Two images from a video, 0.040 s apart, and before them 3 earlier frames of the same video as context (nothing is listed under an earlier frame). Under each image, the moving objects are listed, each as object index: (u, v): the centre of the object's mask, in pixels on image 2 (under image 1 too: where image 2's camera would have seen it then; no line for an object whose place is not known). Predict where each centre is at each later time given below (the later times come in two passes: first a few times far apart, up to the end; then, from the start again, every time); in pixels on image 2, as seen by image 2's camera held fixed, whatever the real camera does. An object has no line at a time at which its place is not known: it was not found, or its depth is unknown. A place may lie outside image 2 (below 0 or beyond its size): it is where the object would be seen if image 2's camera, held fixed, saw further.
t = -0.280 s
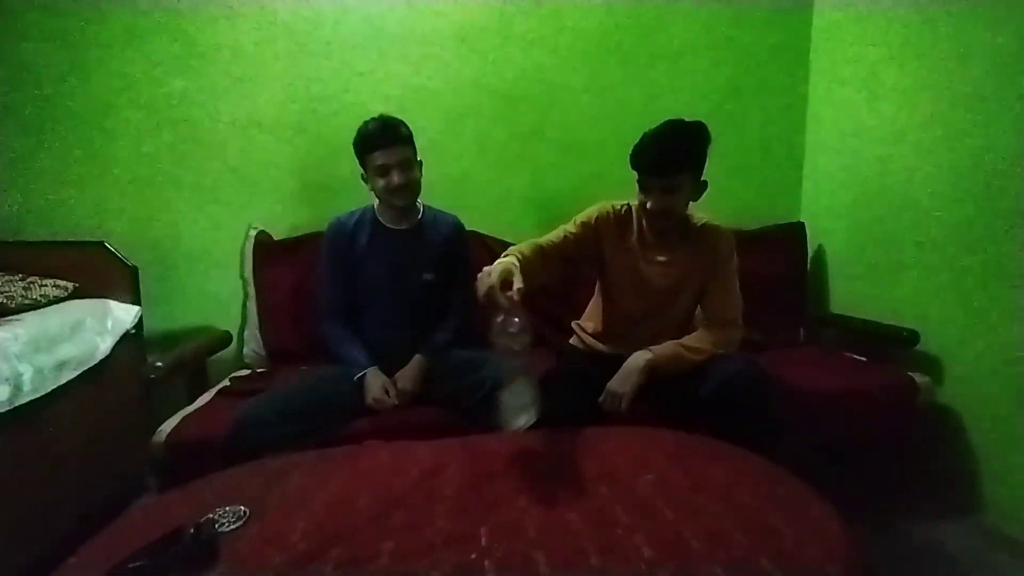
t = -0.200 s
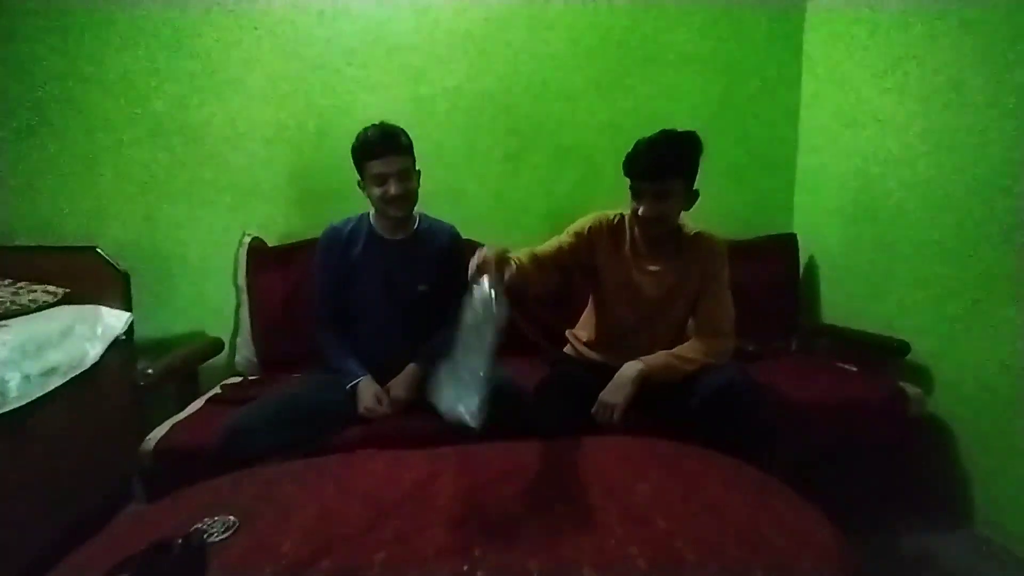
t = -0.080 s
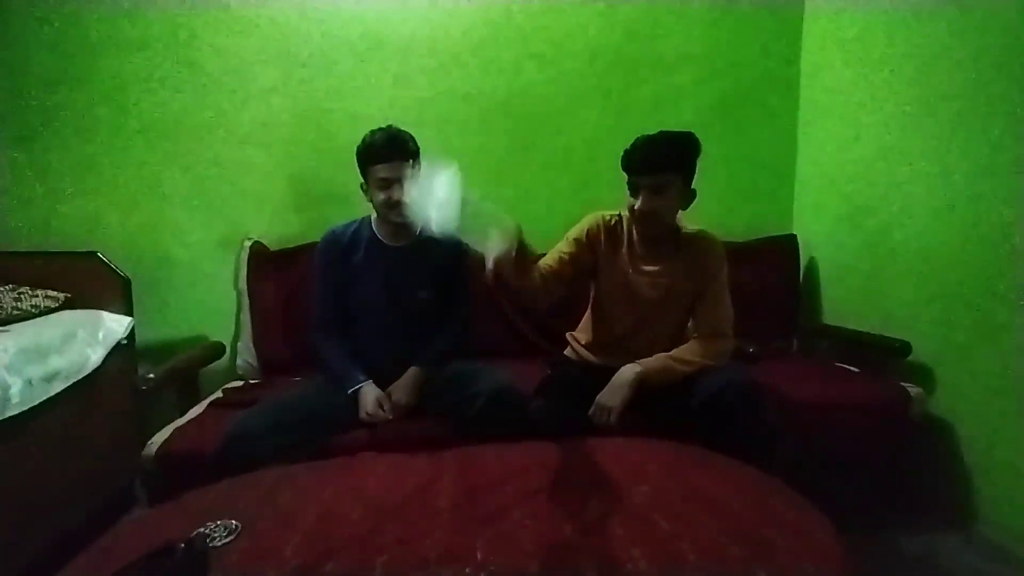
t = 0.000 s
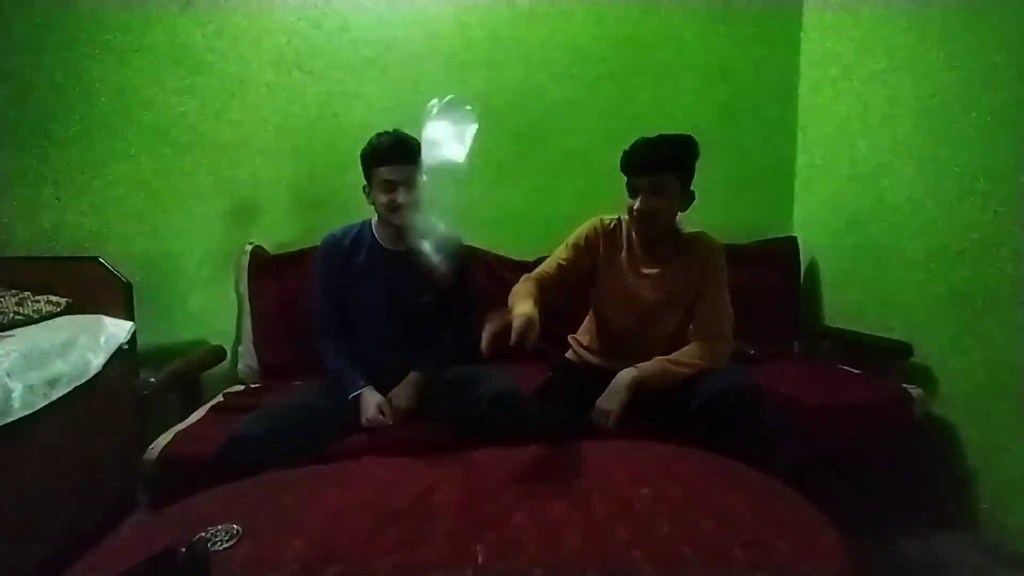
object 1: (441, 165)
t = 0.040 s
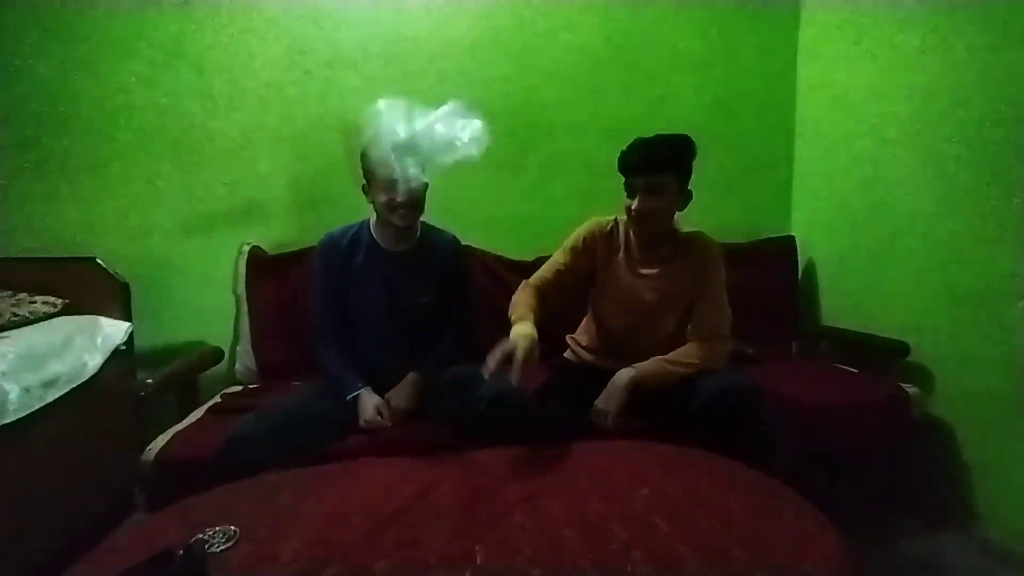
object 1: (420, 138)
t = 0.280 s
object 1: (491, 447)
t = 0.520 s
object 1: (525, 470)
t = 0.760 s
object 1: (529, 470)
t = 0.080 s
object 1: (426, 116)
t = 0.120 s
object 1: (440, 129)
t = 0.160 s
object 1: (462, 201)
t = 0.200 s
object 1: (474, 303)
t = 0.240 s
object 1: (479, 353)
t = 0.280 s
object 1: (491, 447)
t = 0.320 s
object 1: (504, 471)
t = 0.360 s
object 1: (508, 469)
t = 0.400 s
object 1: (515, 467)
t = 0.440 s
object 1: (519, 468)
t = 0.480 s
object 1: (524, 470)
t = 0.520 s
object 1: (525, 470)
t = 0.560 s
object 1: (526, 470)
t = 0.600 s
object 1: (528, 470)
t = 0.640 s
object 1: (530, 471)
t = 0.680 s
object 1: (530, 470)
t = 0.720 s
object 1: (529, 470)
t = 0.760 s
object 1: (529, 470)
